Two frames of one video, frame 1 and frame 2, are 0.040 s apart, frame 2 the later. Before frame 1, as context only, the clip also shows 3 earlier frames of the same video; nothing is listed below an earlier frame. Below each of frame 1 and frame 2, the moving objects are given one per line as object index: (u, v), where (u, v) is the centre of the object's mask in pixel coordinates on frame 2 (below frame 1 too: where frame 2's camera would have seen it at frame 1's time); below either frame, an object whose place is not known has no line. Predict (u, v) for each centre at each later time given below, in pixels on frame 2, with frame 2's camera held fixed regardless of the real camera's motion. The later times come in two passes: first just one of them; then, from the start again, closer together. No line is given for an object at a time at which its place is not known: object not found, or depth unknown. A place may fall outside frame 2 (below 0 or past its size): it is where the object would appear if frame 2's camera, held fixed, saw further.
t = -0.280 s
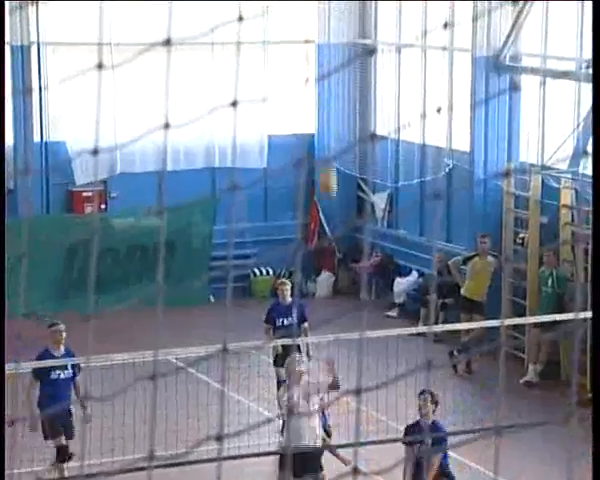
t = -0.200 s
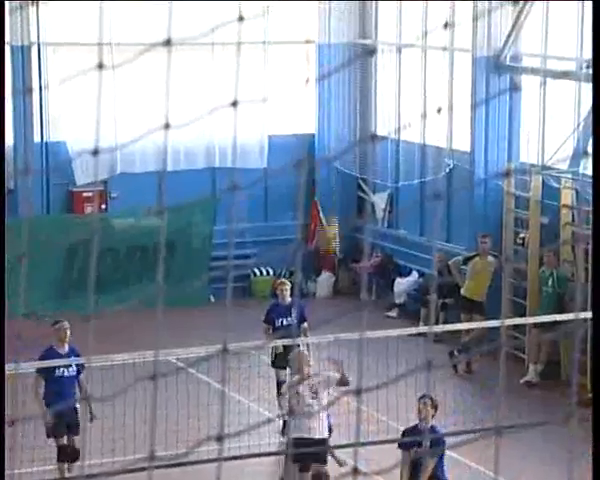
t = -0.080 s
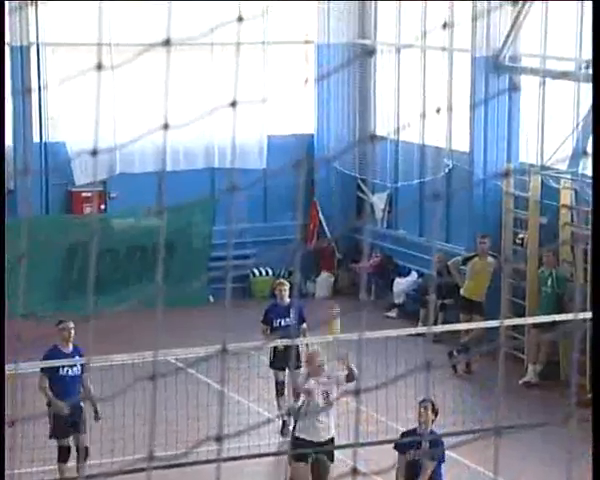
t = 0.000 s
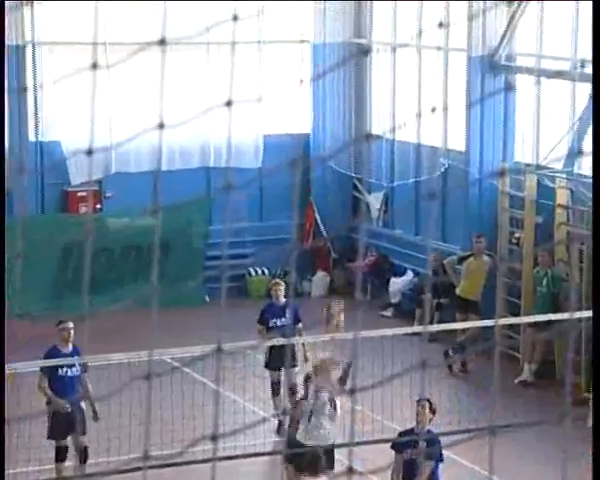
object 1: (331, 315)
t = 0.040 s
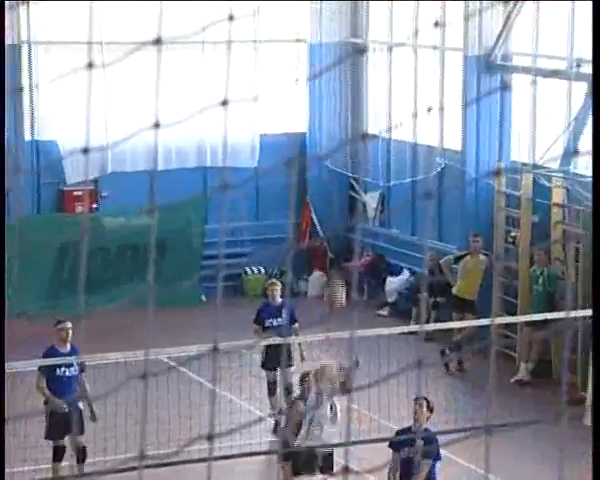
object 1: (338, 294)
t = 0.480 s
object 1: (389, 177)
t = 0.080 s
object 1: (344, 276)
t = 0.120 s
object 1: (345, 259)
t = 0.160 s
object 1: (349, 243)
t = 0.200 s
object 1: (355, 233)
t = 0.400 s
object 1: (381, 184)
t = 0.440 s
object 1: (386, 180)
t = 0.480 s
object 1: (389, 177)
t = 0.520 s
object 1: (395, 175)
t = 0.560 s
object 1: (400, 177)
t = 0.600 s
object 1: (405, 179)
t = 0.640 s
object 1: (411, 186)
